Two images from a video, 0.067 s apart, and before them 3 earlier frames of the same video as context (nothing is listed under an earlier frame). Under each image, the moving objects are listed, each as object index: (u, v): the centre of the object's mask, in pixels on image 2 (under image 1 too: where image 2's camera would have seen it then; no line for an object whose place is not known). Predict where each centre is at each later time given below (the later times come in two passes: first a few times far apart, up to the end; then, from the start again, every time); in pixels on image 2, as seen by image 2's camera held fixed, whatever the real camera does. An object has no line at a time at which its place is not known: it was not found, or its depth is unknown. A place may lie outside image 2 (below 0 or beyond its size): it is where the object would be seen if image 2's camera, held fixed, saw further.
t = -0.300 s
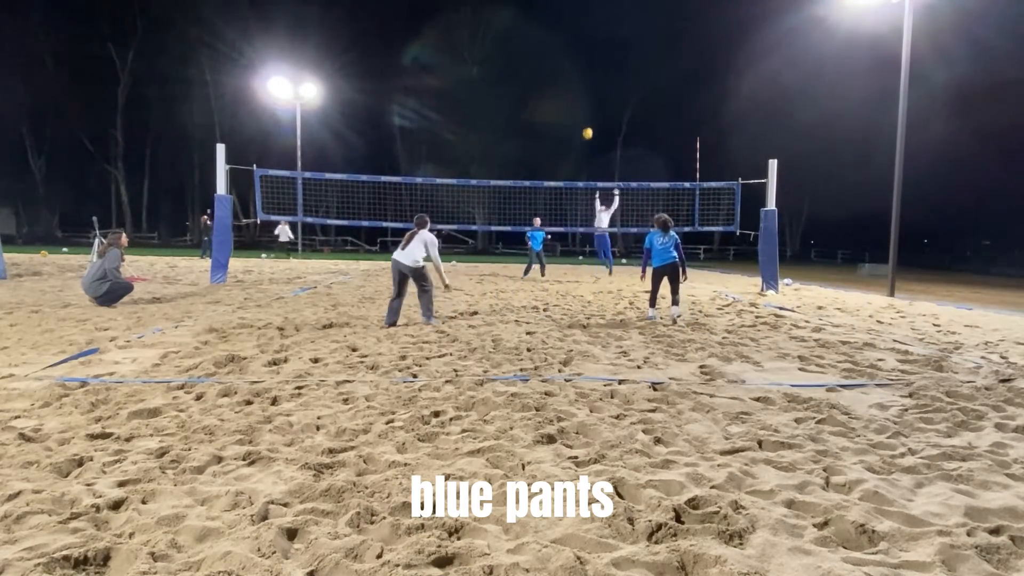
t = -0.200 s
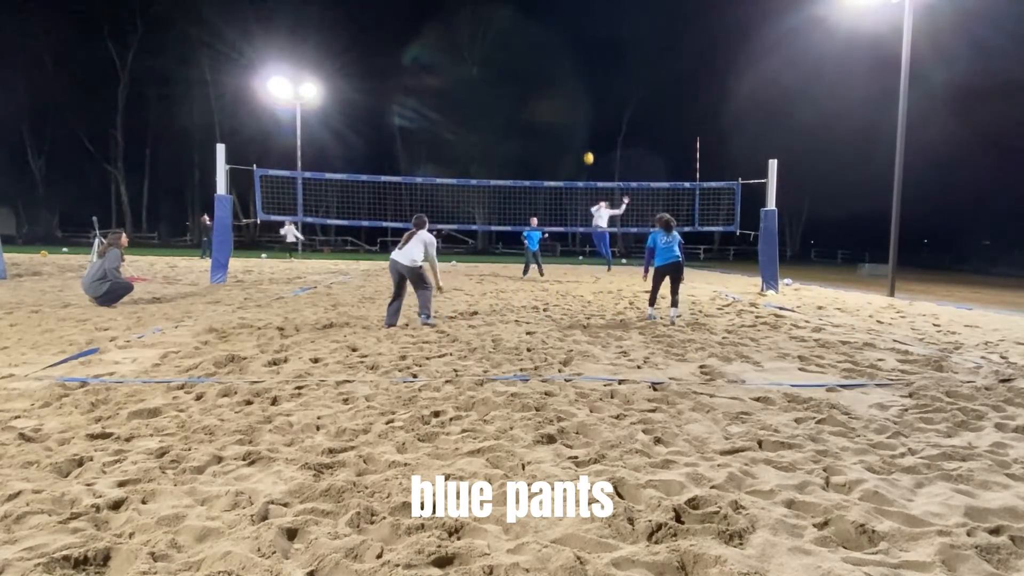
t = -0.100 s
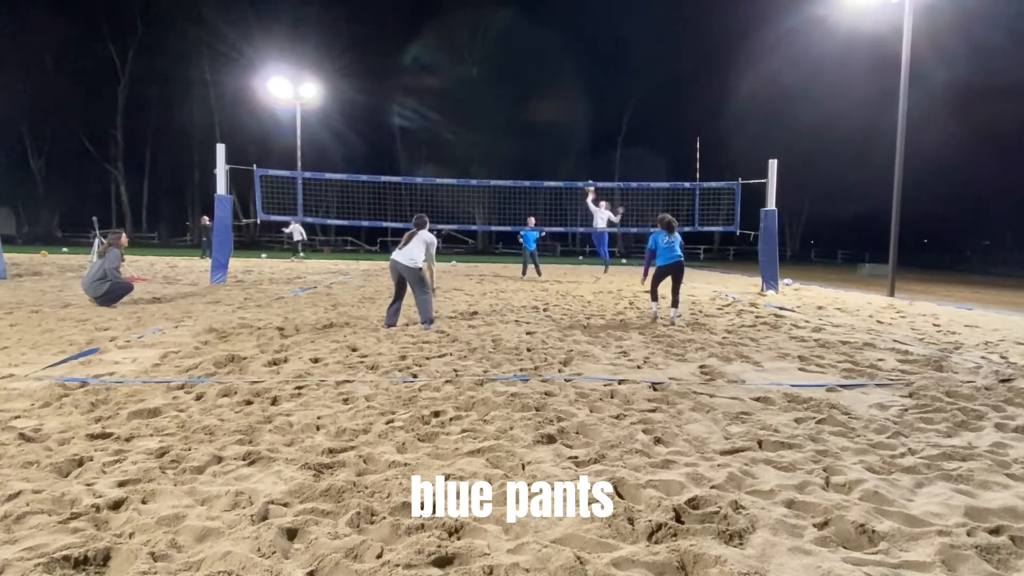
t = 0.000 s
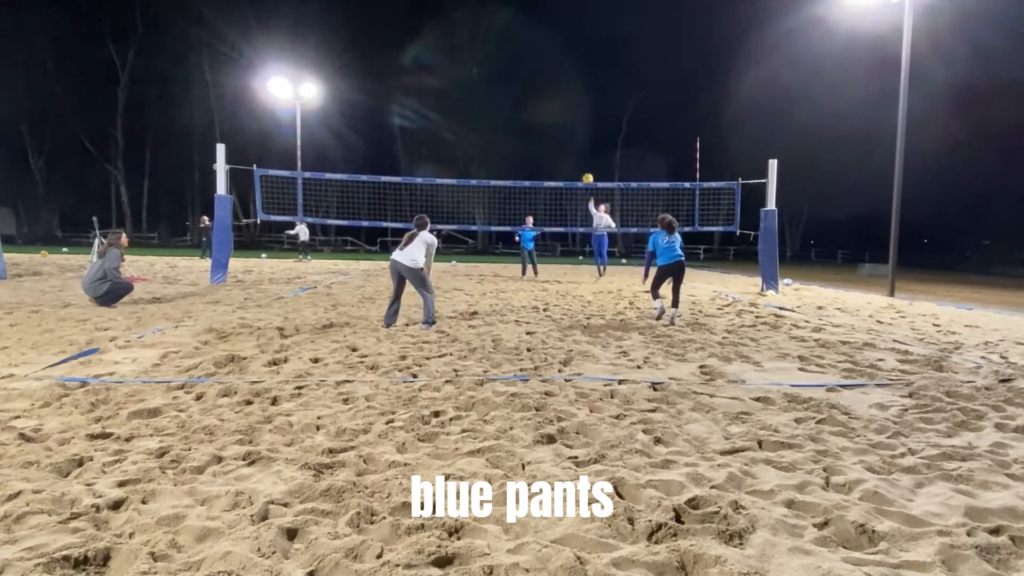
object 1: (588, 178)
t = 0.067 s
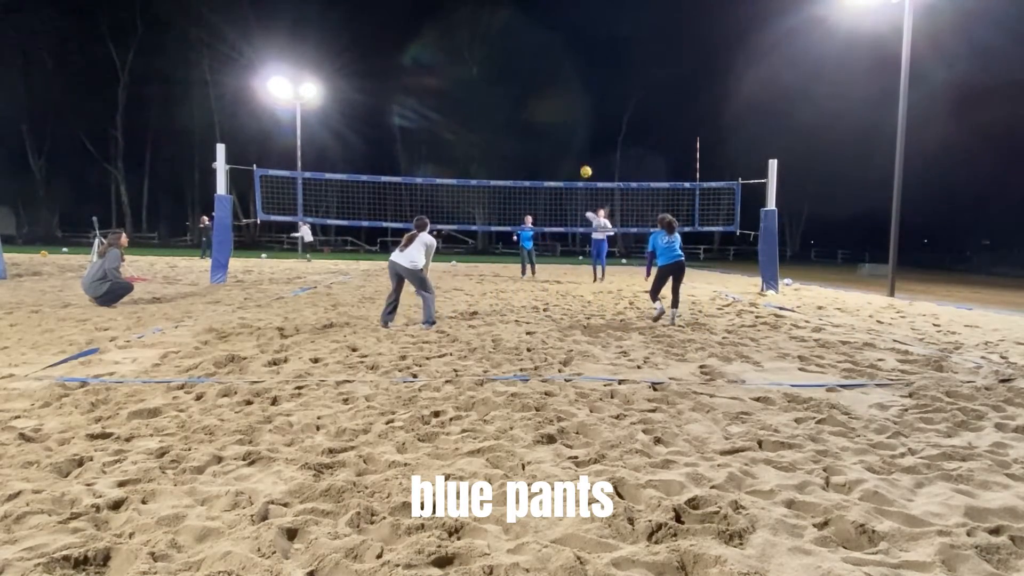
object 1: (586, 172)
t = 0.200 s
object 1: (582, 164)
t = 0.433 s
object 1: (573, 182)
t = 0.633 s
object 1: (562, 258)
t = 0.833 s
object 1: (571, 343)
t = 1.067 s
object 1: (651, 332)
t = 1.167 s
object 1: (714, 371)
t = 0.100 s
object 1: (585, 169)
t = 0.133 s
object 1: (584, 166)
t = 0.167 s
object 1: (583, 165)
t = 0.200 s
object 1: (582, 164)
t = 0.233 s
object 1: (581, 164)
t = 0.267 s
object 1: (579, 164)
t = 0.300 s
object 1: (578, 165)
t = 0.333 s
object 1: (577, 168)
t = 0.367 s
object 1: (576, 171)
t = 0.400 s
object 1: (574, 175)
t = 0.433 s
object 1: (573, 182)
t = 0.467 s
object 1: (571, 190)
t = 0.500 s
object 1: (570, 199)
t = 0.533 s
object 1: (568, 211)
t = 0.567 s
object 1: (567, 225)
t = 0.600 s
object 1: (565, 241)
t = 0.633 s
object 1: (562, 258)
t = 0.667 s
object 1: (560, 284)
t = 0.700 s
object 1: (558, 308)
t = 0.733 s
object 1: (557, 341)
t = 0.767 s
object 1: (558, 358)
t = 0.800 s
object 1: (564, 350)
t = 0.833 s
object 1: (571, 343)
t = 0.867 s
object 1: (580, 336)
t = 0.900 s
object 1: (588, 331)
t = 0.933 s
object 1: (599, 328)
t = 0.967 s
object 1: (610, 325)
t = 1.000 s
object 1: (621, 325)
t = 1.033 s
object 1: (636, 328)
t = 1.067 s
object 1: (651, 332)
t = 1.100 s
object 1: (670, 341)
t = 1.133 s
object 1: (691, 354)
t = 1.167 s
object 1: (714, 371)
